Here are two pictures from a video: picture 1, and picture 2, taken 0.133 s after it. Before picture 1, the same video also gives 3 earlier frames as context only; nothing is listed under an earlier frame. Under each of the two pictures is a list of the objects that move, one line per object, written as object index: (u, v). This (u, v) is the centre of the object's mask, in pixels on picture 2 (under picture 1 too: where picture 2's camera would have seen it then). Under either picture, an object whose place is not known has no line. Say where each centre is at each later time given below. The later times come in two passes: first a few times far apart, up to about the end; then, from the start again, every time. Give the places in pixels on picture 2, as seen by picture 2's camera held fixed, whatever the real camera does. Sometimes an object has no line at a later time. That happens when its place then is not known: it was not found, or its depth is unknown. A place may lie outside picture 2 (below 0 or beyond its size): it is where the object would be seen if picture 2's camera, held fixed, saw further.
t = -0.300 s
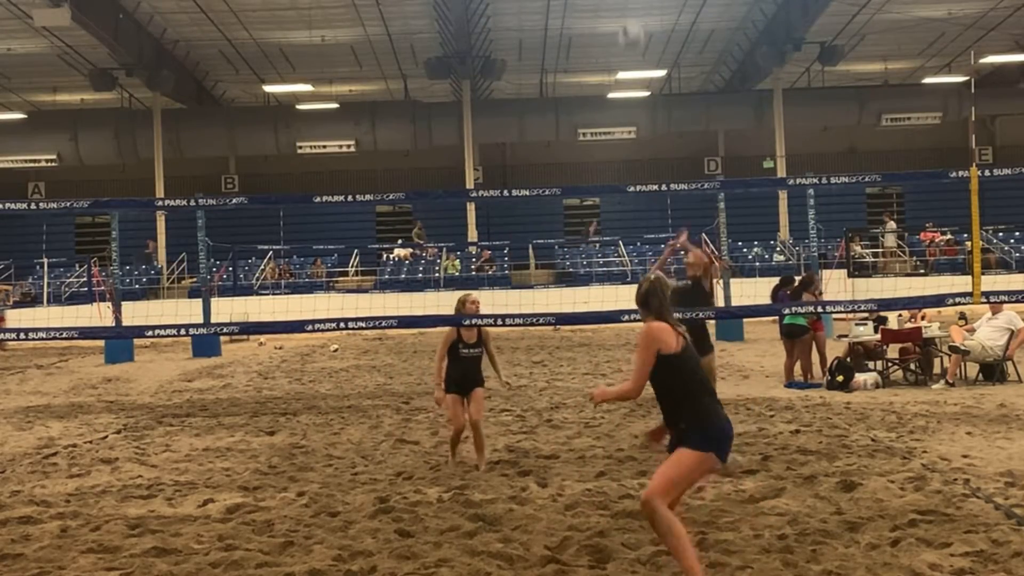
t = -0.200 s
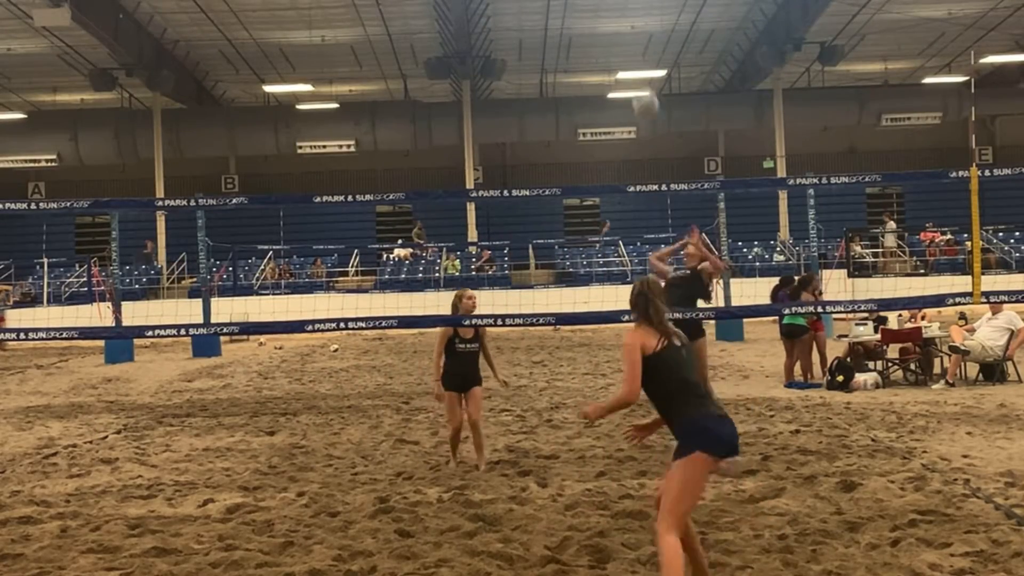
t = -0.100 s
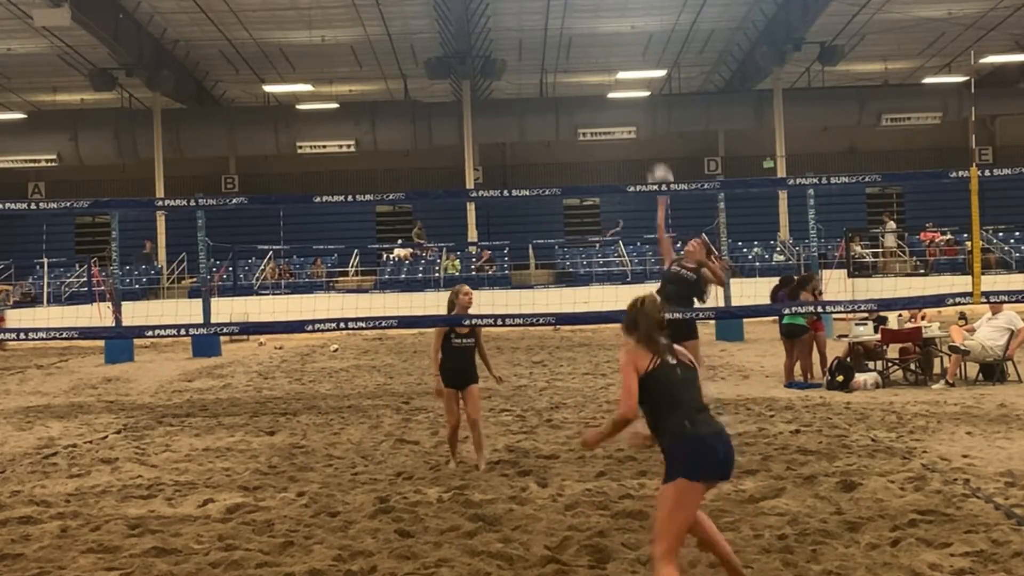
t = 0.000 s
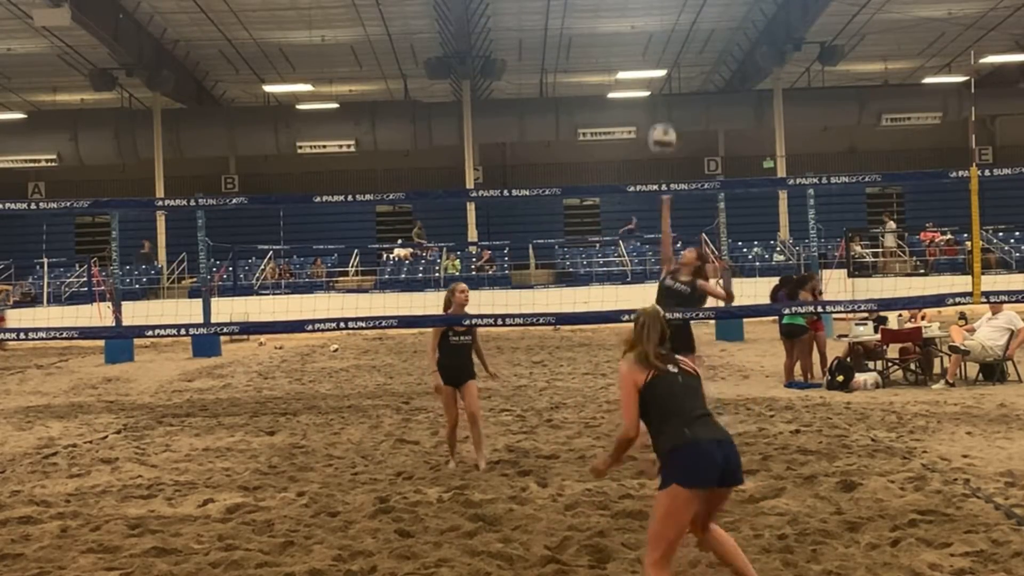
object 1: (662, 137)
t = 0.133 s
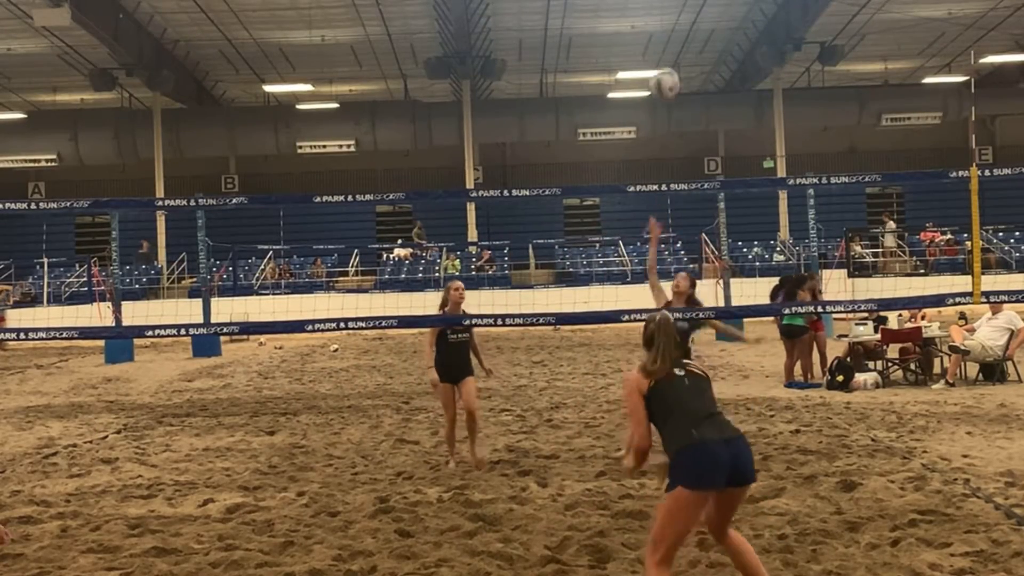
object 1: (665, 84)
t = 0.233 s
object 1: (668, 54)
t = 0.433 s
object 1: (680, 39)
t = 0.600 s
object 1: (697, 83)
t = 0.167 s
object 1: (666, 72)
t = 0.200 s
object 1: (667, 62)
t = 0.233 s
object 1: (668, 54)
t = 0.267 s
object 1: (669, 47)
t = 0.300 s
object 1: (671, 42)
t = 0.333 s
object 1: (673, 38)
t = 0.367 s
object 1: (674, 36)
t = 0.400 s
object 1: (677, 36)
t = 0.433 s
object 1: (680, 39)
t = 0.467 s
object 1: (682, 41)
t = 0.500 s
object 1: (686, 48)
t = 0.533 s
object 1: (689, 55)
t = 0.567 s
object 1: (693, 67)
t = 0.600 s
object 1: (697, 83)
